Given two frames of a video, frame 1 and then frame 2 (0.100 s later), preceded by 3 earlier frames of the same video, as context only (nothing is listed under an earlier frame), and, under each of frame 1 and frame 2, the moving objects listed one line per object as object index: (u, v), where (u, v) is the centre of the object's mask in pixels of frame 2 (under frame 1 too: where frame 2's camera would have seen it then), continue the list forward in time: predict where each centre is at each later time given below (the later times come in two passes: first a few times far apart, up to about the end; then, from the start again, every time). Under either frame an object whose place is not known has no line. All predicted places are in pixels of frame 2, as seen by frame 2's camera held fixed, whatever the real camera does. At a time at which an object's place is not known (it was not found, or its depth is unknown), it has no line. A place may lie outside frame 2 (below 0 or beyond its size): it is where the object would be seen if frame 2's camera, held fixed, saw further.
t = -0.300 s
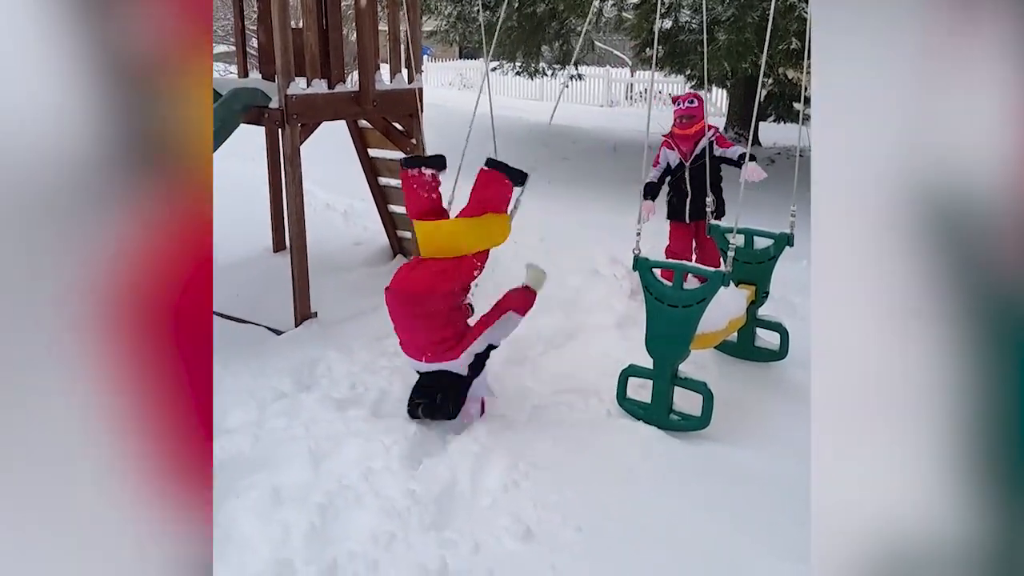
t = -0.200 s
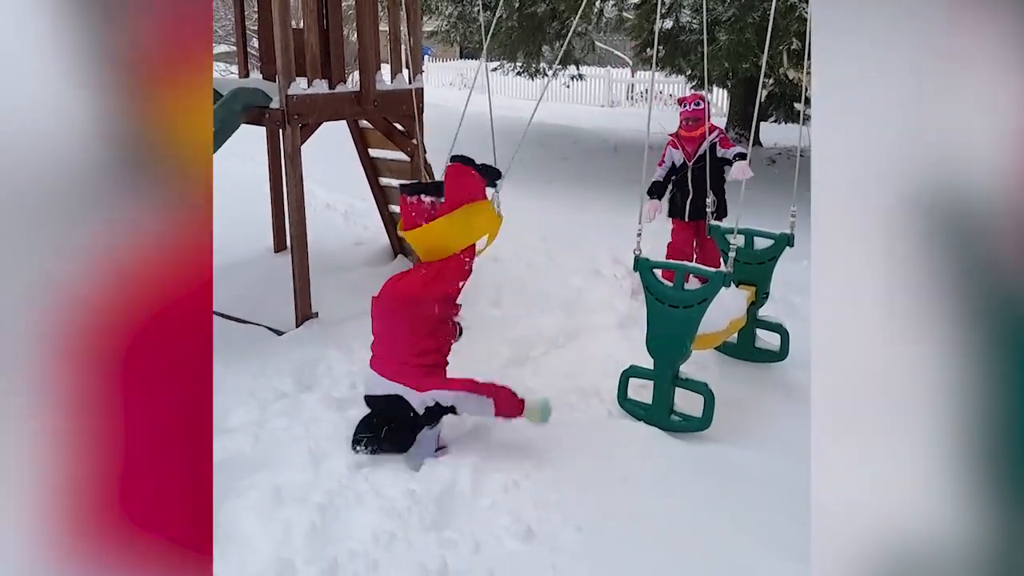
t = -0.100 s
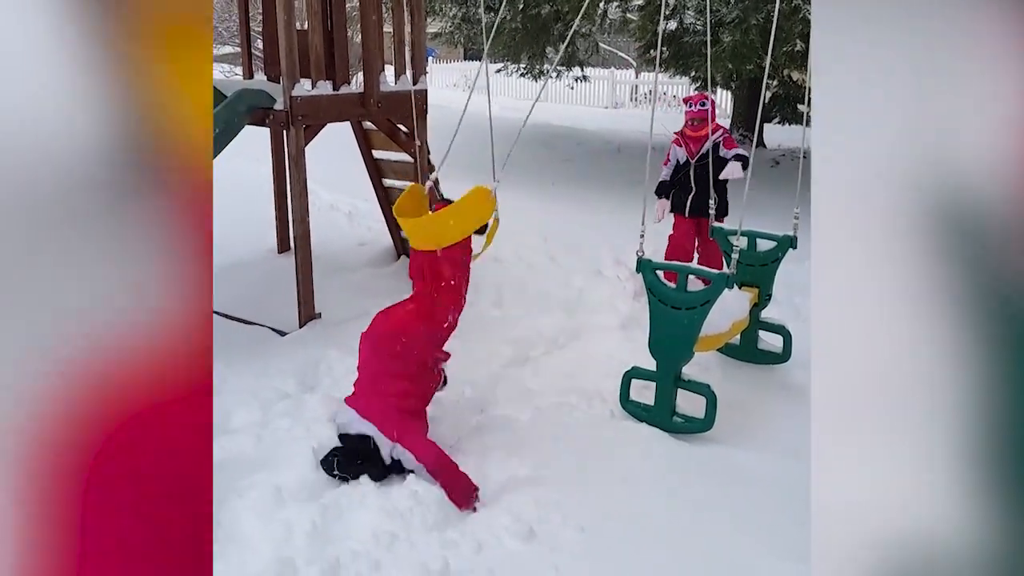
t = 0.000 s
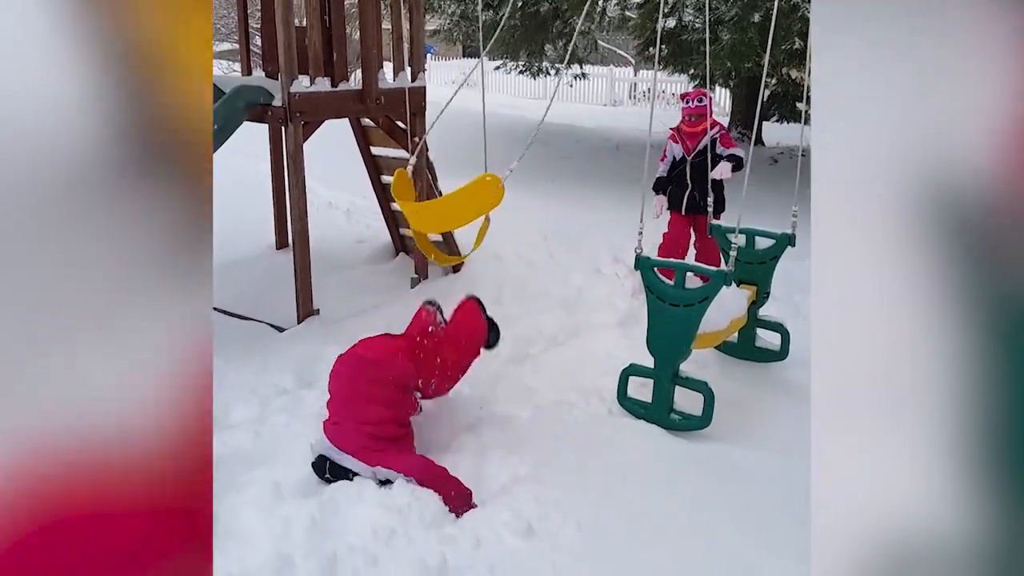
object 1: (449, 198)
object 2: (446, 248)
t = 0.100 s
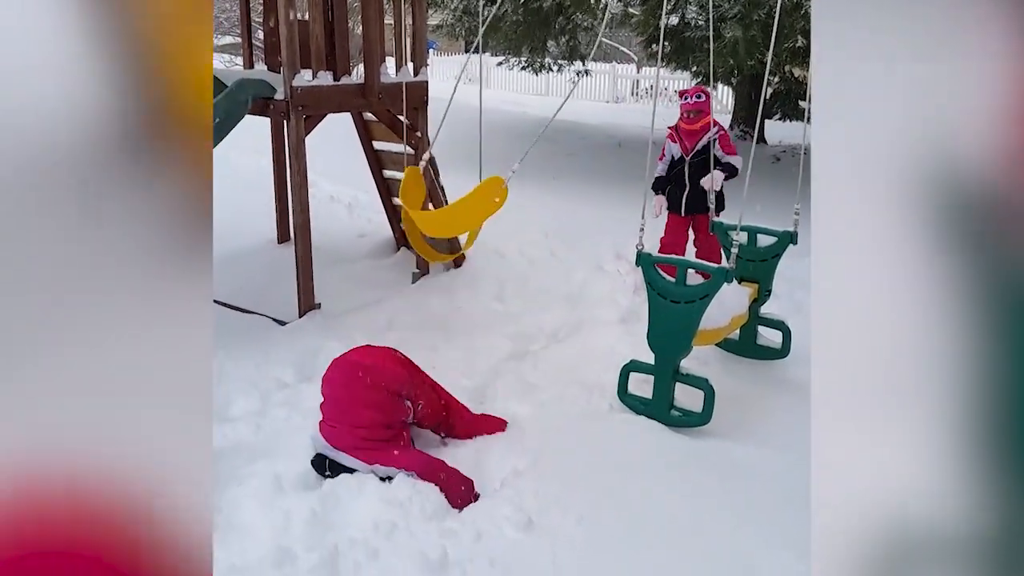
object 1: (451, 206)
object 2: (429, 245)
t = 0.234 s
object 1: (474, 239)
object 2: (414, 241)
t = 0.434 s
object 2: (404, 243)
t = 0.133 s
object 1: (456, 212)
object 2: (422, 242)
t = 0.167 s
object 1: (460, 220)
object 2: (415, 240)
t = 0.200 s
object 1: (465, 229)
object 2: (410, 238)
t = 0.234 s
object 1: (474, 239)
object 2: (414, 241)
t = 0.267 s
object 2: (411, 241)
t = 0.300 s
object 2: (405, 239)
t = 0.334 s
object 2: (407, 241)
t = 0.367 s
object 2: (406, 241)
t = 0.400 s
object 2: (405, 242)
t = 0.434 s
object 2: (404, 243)
